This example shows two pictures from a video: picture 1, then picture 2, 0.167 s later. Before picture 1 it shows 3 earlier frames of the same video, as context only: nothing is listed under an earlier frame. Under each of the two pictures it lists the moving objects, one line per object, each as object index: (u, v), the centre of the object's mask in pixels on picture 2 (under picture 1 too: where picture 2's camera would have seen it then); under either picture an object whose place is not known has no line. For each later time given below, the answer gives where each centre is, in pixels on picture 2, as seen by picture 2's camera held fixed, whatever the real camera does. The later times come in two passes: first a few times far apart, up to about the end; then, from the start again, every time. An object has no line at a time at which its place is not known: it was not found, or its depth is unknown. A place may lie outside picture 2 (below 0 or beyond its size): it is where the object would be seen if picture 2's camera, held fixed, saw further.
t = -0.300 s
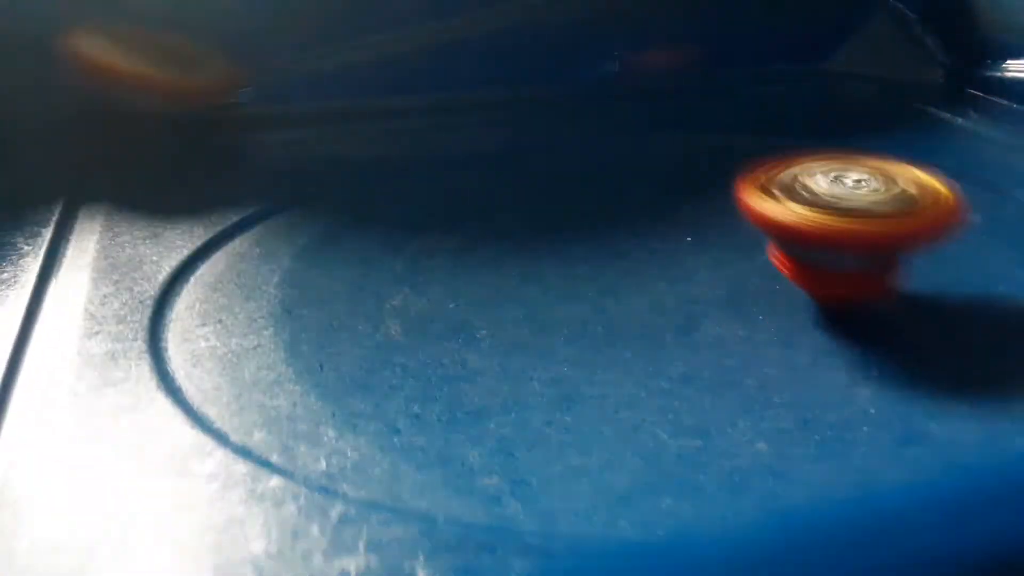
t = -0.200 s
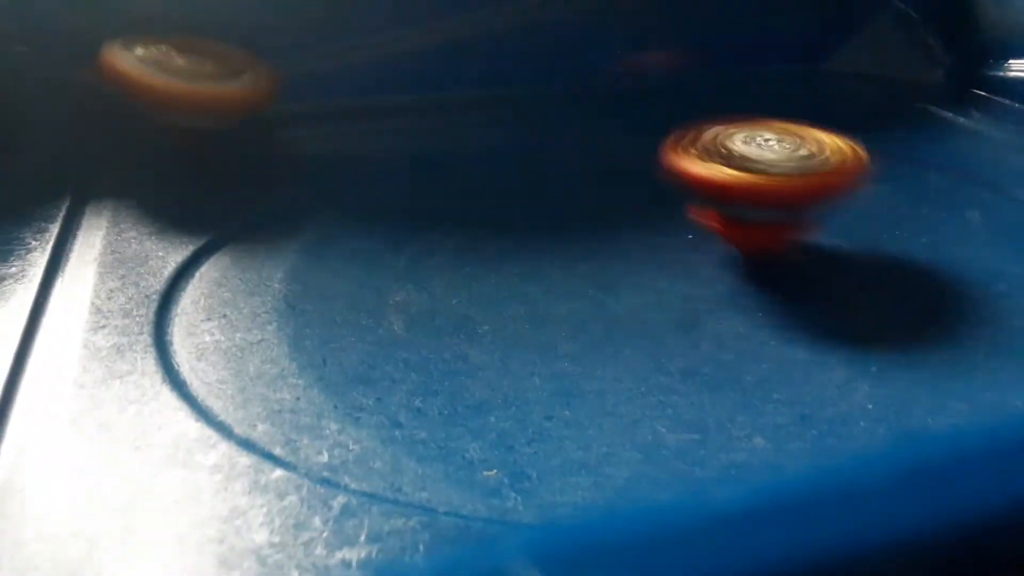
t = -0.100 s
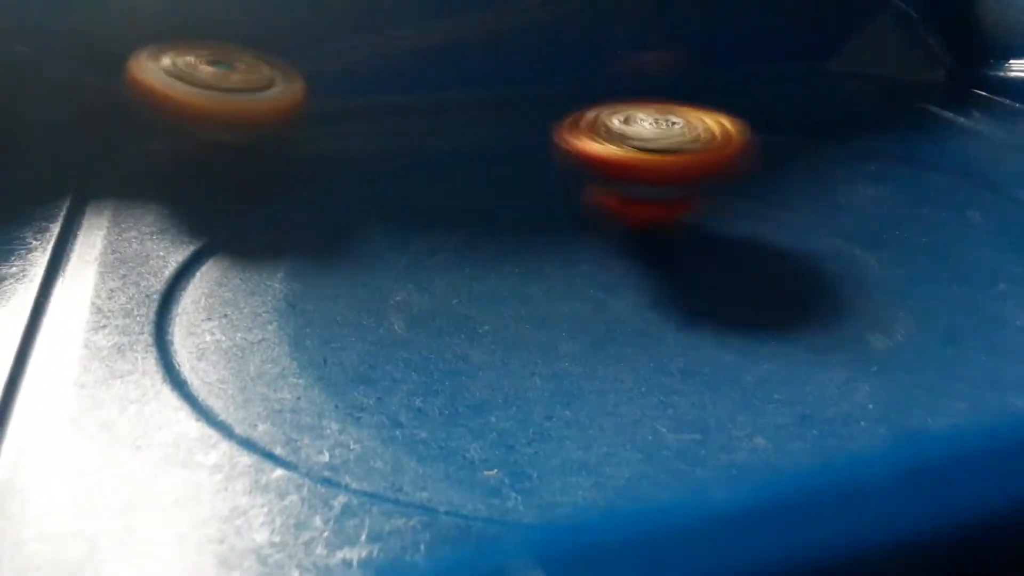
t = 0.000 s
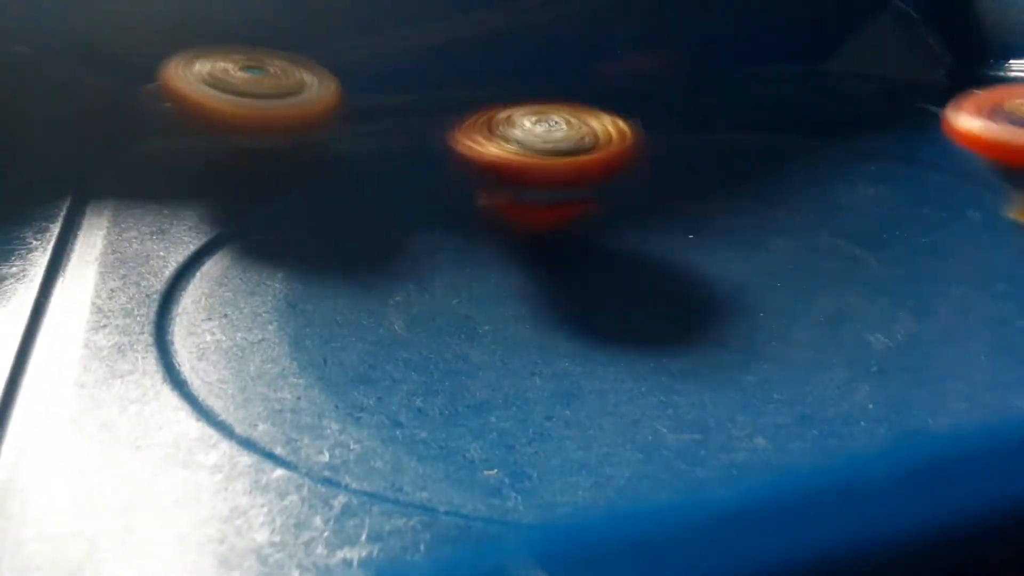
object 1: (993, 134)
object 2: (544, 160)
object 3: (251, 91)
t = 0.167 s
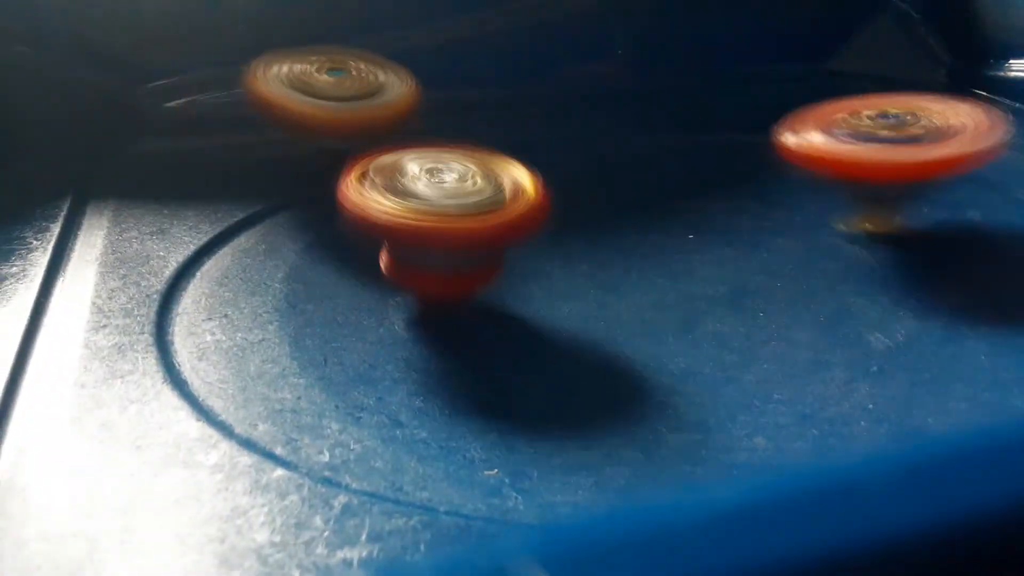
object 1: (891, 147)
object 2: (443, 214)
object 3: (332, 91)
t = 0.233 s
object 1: (784, 156)
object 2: (462, 248)
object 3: (372, 93)
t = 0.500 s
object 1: (612, 254)
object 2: (908, 334)
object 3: (461, 120)
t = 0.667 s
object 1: (737, 301)
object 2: (994, 243)
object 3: (528, 148)
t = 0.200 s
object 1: (838, 149)
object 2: (447, 230)
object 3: (352, 92)
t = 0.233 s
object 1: (784, 156)
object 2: (462, 248)
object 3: (372, 93)
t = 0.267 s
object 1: (731, 160)
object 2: (489, 266)
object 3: (393, 96)
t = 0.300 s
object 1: (680, 164)
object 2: (527, 282)
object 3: (419, 108)
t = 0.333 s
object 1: (632, 165)
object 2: (577, 296)
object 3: (443, 118)
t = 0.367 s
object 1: (606, 181)
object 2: (643, 308)
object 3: (454, 119)
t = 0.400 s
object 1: (600, 204)
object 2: (711, 327)
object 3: (452, 116)
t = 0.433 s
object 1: (601, 224)
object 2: (783, 340)
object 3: (452, 115)
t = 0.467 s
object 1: (604, 239)
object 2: (857, 340)
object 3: (454, 116)
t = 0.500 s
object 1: (612, 254)
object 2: (908, 334)
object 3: (461, 120)
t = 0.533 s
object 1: (628, 267)
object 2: (948, 324)
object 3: (470, 125)
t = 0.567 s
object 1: (648, 278)
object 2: (974, 310)
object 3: (483, 131)
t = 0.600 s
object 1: (674, 289)
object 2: (986, 287)
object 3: (496, 135)
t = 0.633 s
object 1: (704, 295)
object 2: (994, 262)
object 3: (511, 142)
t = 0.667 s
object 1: (737, 301)
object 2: (994, 243)
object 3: (528, 148)
